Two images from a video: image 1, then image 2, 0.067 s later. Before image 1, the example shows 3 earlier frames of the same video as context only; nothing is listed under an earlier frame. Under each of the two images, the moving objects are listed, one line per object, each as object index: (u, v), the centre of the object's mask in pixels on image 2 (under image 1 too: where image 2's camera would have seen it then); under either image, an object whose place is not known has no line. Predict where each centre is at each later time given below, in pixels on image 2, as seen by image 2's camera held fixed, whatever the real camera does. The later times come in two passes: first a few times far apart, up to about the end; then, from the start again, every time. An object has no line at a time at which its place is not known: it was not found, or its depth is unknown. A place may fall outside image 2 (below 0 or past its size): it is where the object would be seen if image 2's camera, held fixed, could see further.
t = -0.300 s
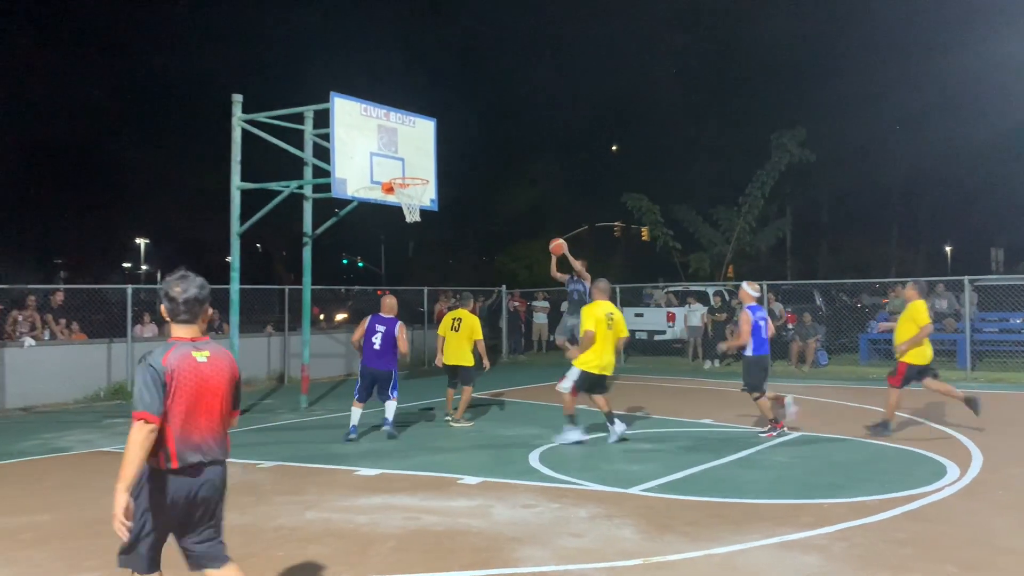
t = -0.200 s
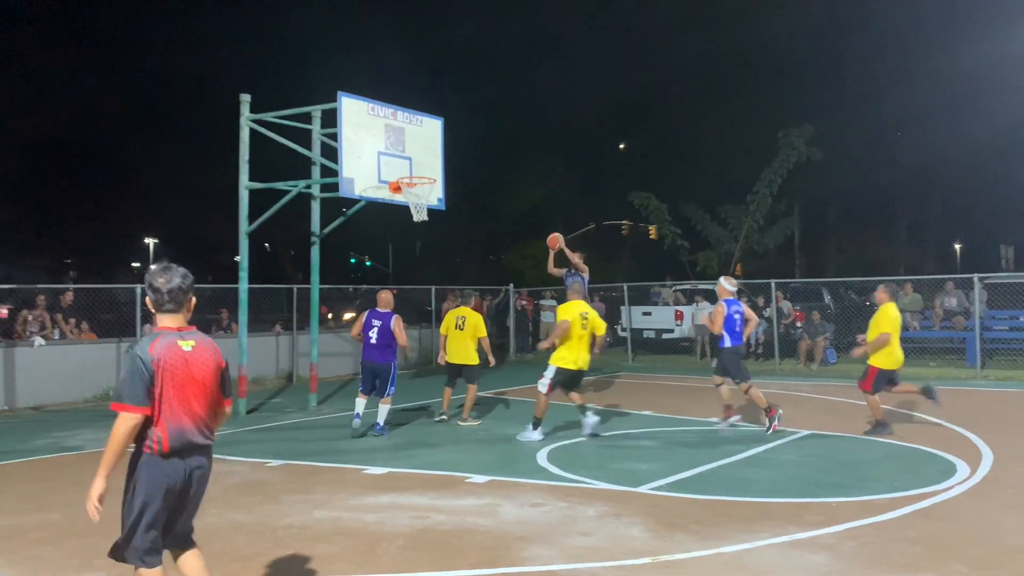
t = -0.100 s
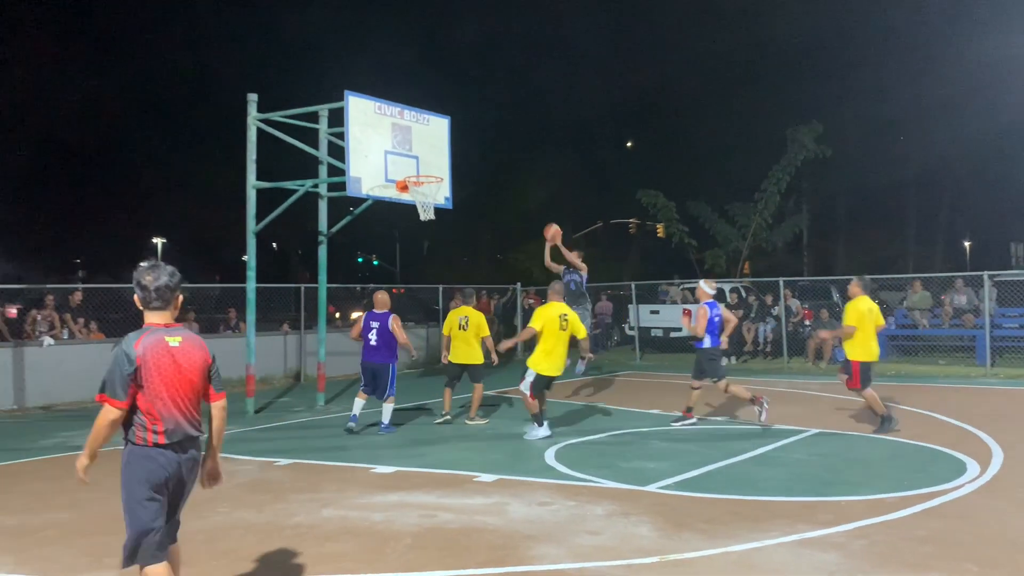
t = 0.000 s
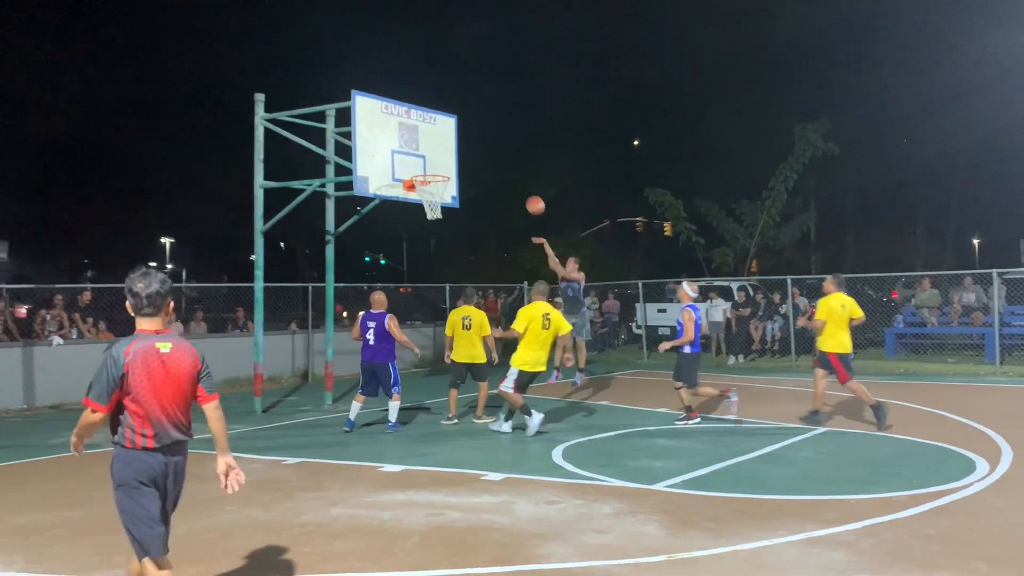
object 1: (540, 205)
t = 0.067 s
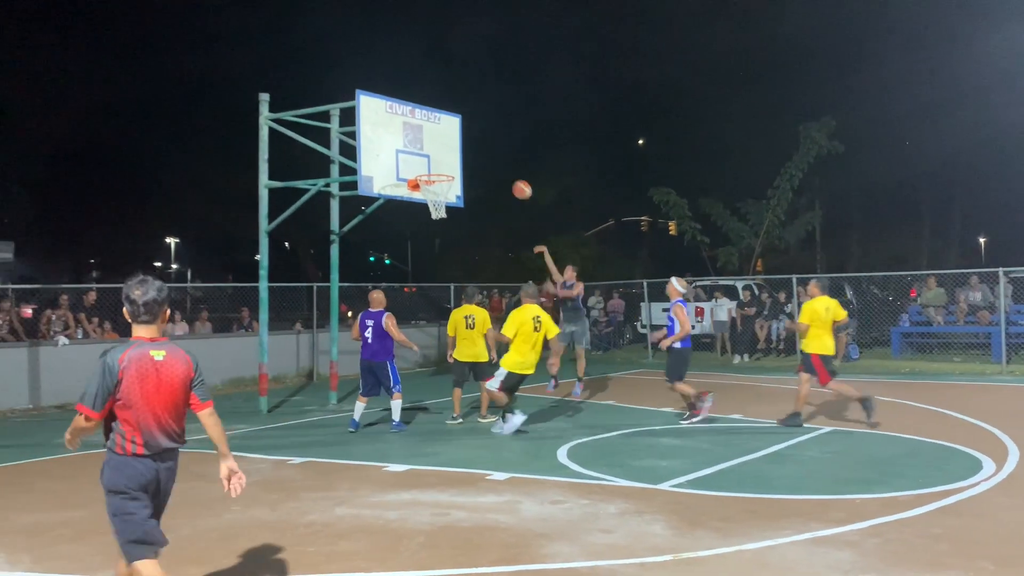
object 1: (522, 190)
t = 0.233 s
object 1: (476, 165)
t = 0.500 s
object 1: (451, 167)
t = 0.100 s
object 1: (513, 183)
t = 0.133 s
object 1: (504, 178)
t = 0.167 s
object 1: (495, 173)
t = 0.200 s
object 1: (485, 168)
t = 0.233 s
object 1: (476, 165)
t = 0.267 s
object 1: (467, 162)
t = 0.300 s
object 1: (458, 160)
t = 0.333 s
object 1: (457, 159)
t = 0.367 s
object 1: (456, 159)
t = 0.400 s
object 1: (454, 160)
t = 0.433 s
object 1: (453, 161)
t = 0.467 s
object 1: (452, 164)
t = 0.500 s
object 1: (451, 167)
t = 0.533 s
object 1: (450, 169)
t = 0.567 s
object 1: (449, 167)
